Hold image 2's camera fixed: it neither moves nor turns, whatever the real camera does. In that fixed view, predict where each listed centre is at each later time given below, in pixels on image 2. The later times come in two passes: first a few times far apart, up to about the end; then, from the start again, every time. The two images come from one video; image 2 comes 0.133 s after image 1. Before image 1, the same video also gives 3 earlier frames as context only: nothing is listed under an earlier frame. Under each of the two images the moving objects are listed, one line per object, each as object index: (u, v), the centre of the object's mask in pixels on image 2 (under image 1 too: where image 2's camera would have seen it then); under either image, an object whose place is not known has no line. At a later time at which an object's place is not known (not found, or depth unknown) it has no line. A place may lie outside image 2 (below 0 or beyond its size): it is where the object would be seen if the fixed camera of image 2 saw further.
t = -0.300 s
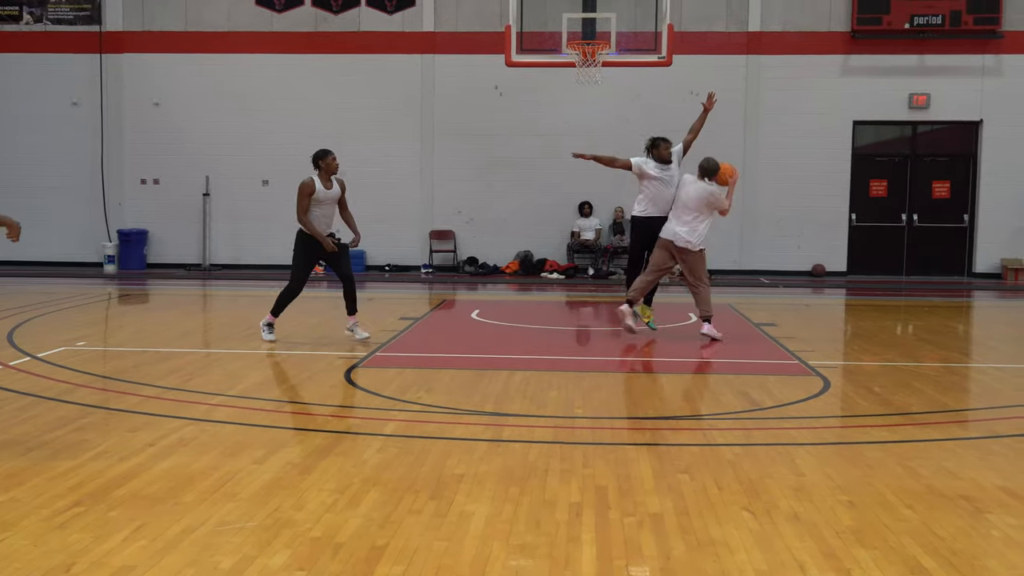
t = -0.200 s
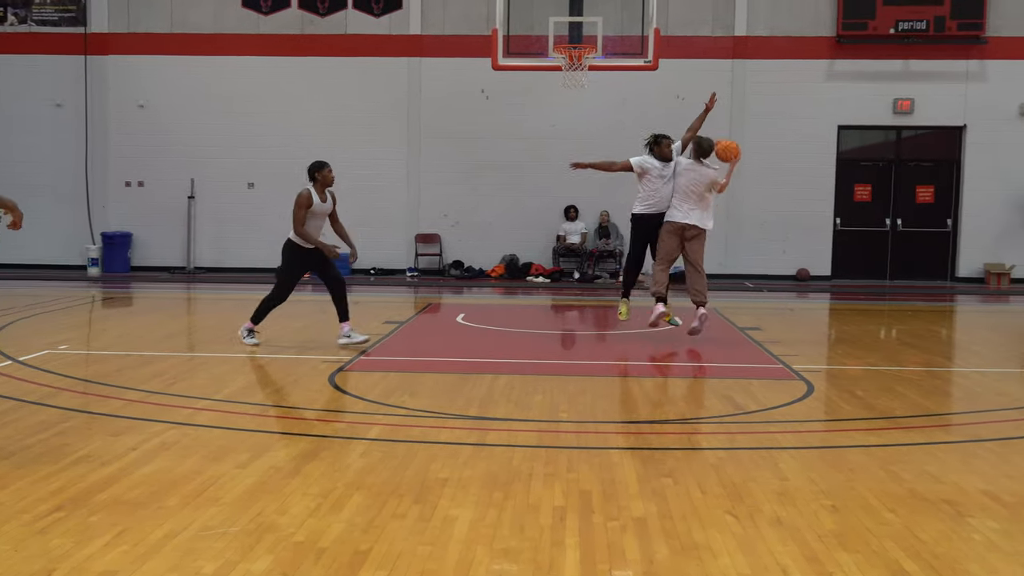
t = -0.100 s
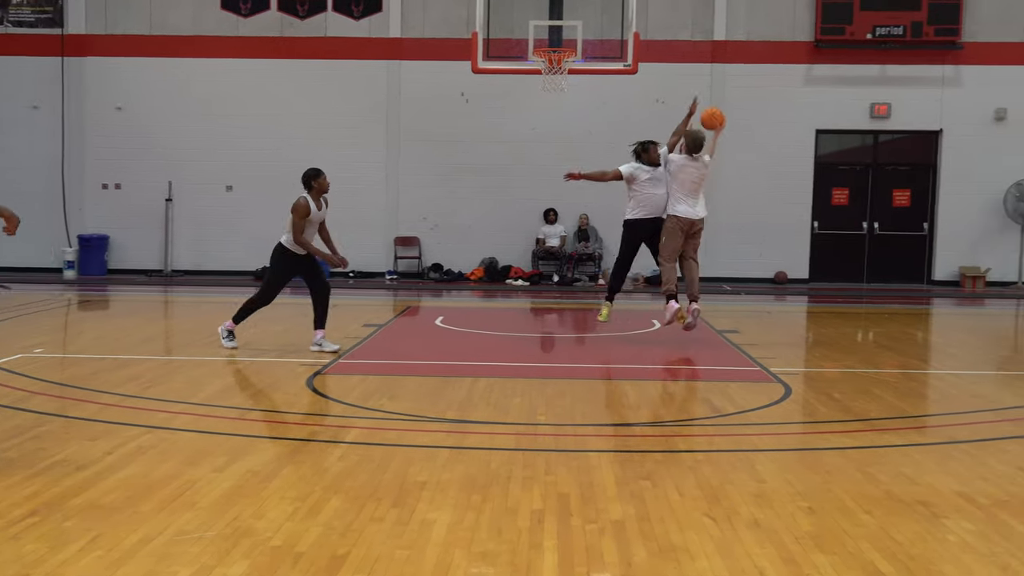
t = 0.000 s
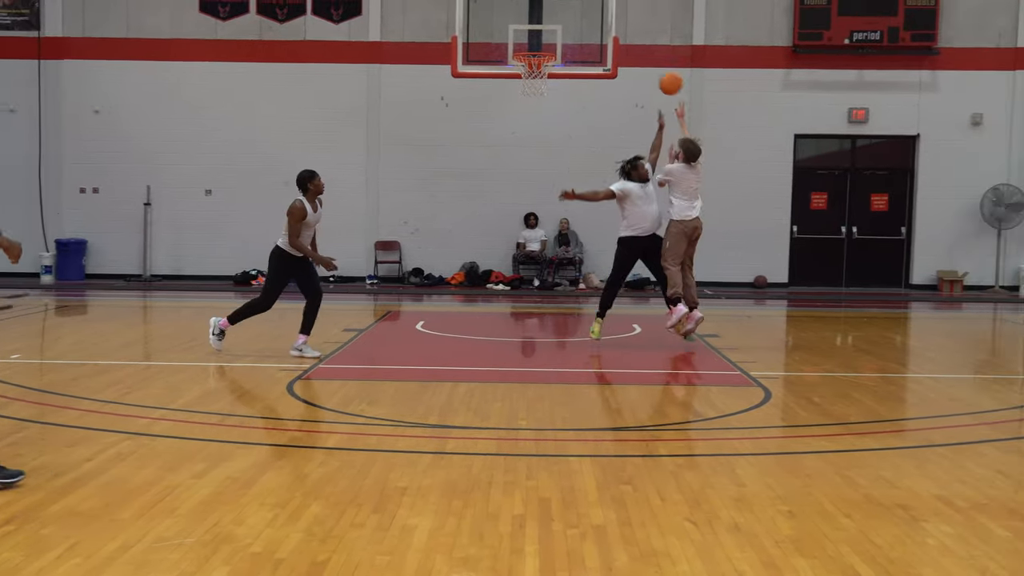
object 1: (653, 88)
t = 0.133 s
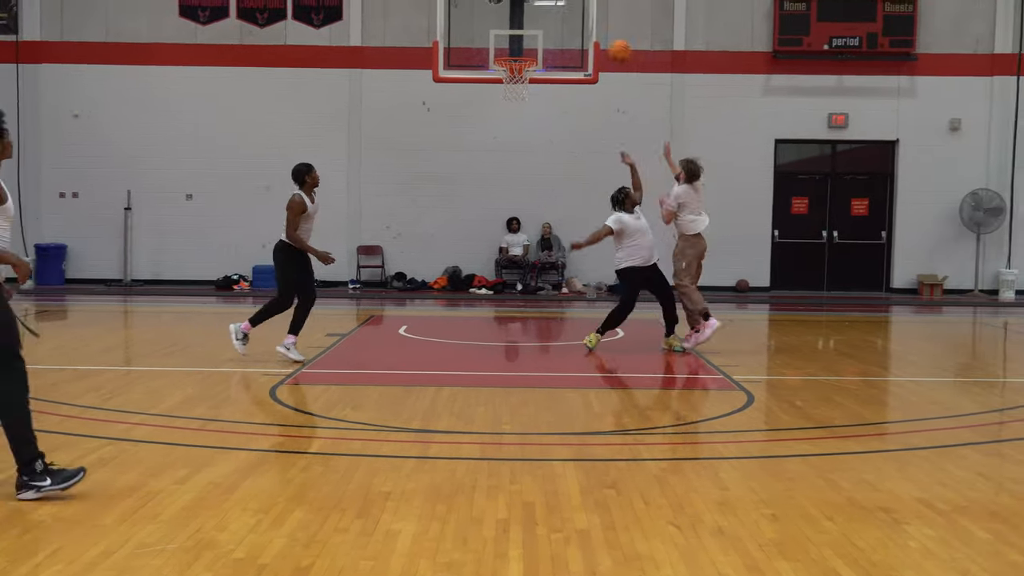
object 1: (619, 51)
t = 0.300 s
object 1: (581, 28)
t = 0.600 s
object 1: (515, 49)
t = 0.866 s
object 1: (524, 46)
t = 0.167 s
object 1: (611, 44)
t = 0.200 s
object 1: (605, 38)
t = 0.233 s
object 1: (596, 34)
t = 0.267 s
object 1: (588, 31)
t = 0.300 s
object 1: (581, 28)
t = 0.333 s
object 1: (573, 27)
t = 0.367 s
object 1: (565, 27)
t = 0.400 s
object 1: (557, 27)
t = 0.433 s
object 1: (549, 29)
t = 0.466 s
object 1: (543, 31)
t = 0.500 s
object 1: (536, 34)
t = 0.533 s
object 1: (528, 38)
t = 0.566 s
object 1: (520, 45)
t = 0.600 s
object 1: (515, 49)
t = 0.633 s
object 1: (509, 53)
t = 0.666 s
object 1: (511, 50)
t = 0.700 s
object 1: (514, 49)
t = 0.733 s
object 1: (516, 48)
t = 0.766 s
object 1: (518, 47)
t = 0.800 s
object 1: (521, 45)
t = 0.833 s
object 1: (522, 45)
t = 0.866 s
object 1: (524, 46)
